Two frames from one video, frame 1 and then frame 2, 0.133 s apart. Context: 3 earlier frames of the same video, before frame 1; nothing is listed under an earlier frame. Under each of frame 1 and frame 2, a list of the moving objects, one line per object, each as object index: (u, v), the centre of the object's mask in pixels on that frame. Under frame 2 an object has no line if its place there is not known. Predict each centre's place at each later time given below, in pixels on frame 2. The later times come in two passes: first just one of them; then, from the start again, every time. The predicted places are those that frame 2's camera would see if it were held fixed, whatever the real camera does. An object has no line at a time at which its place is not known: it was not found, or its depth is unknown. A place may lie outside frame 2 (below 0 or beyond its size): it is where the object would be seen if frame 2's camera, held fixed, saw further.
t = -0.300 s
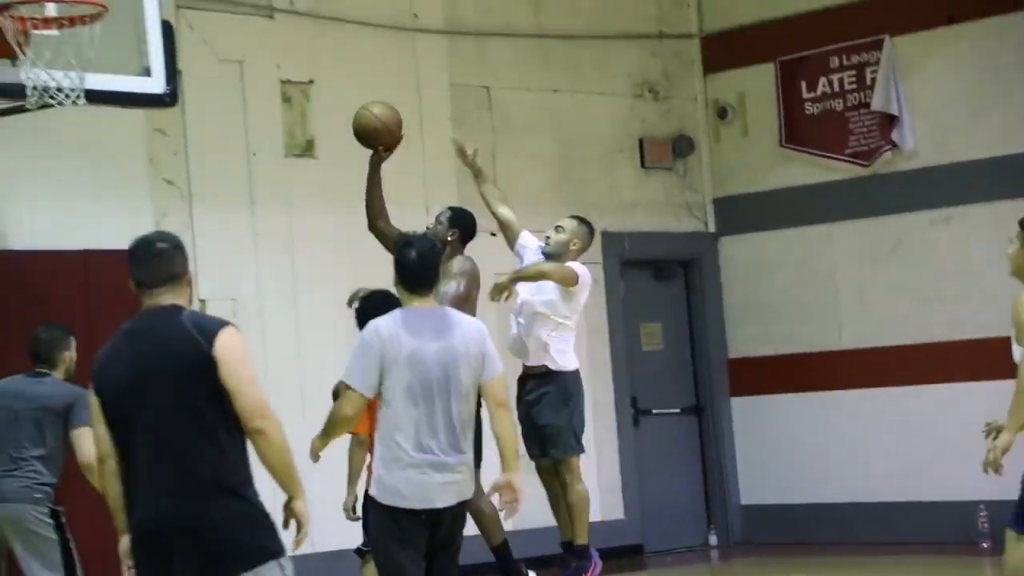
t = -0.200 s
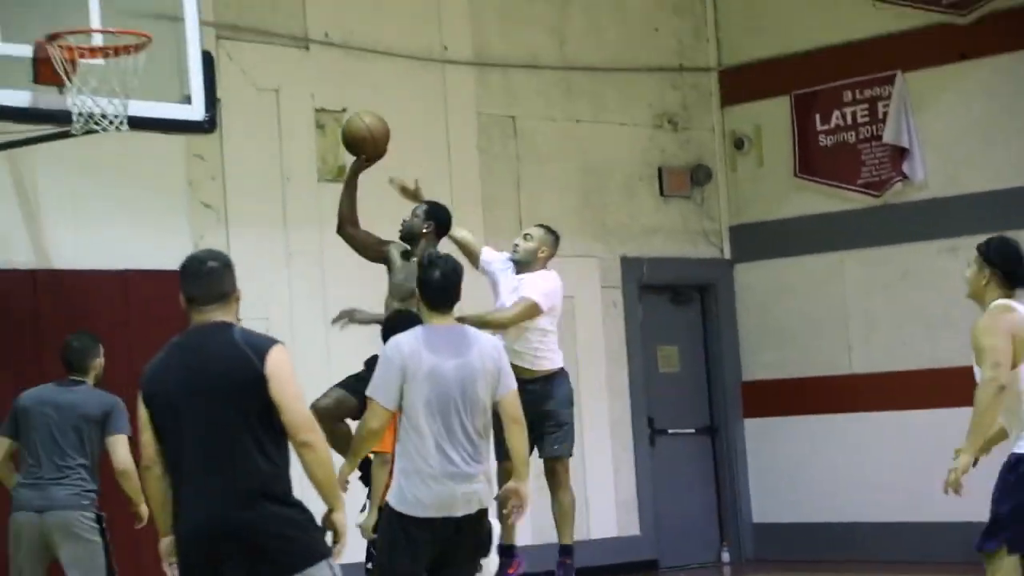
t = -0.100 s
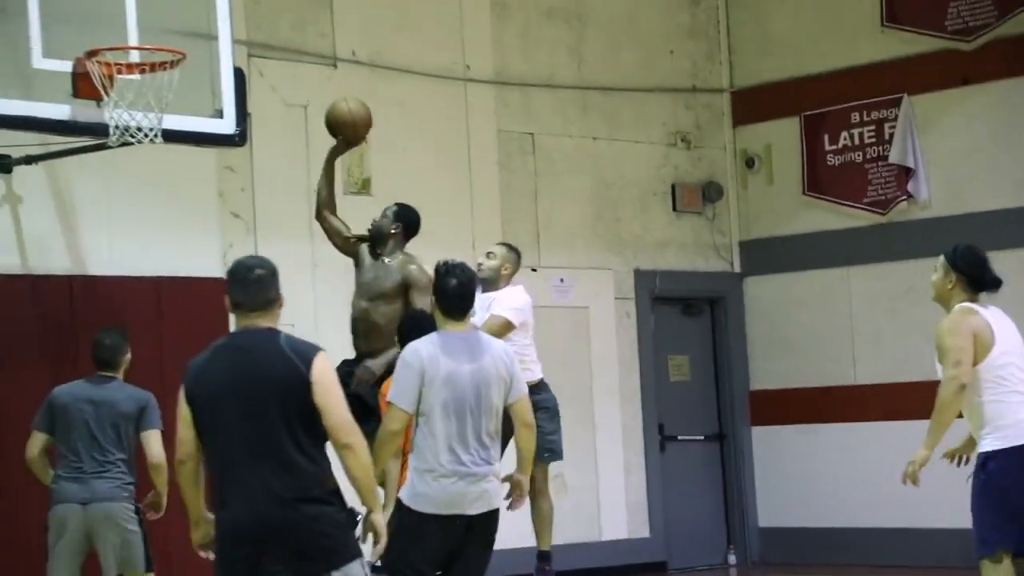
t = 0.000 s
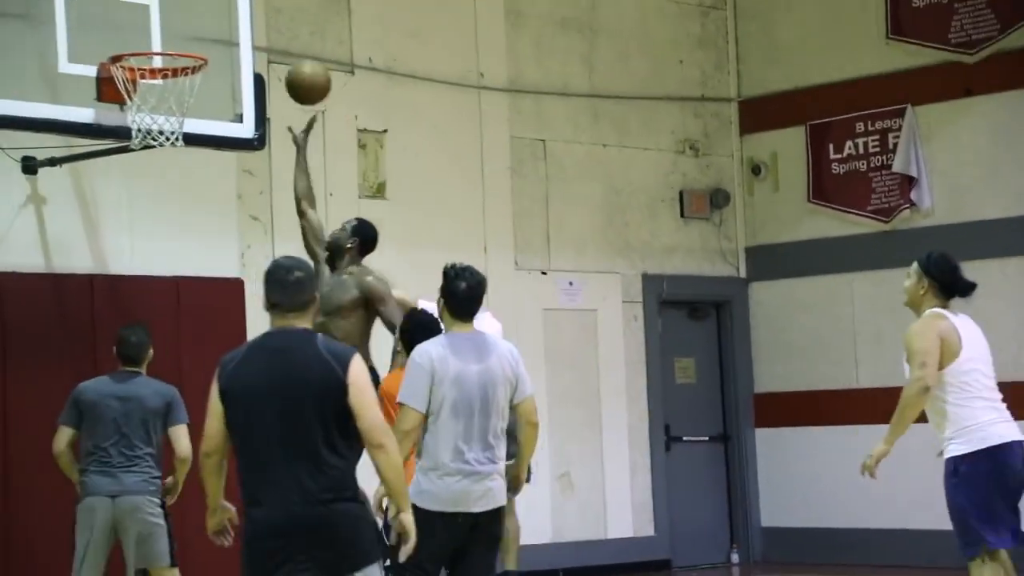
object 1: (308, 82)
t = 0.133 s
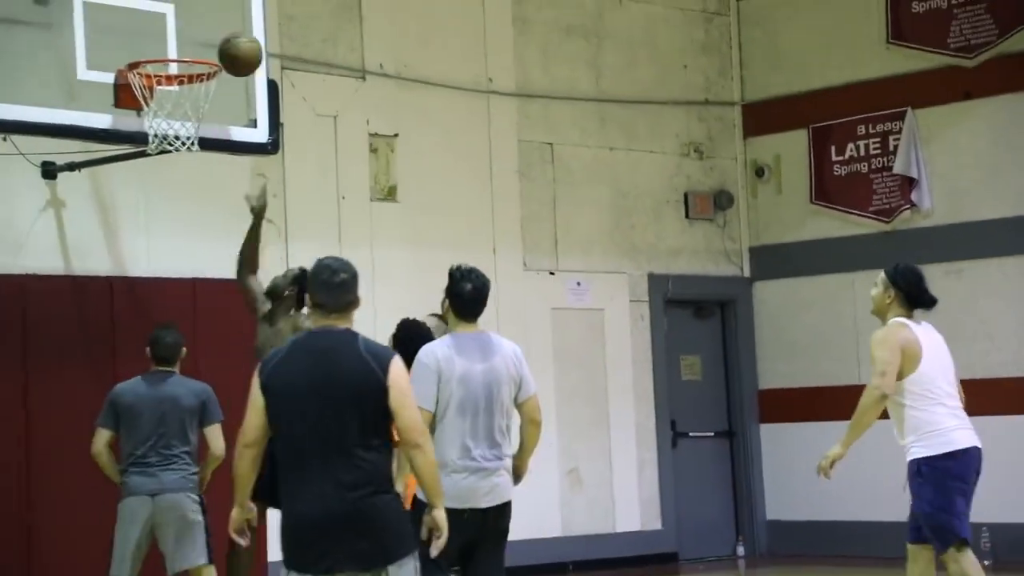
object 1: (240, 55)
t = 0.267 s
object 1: (182, 46)
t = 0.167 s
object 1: (221, 49)
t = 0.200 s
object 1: (201, 46)
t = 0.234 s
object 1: (183, 45)
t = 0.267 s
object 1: (182, 46)
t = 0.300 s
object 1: (182, 46)
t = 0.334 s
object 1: (184, 42)
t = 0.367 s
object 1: (185, 37)
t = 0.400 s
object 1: (186, 32)
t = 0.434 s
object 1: (187, 32)
